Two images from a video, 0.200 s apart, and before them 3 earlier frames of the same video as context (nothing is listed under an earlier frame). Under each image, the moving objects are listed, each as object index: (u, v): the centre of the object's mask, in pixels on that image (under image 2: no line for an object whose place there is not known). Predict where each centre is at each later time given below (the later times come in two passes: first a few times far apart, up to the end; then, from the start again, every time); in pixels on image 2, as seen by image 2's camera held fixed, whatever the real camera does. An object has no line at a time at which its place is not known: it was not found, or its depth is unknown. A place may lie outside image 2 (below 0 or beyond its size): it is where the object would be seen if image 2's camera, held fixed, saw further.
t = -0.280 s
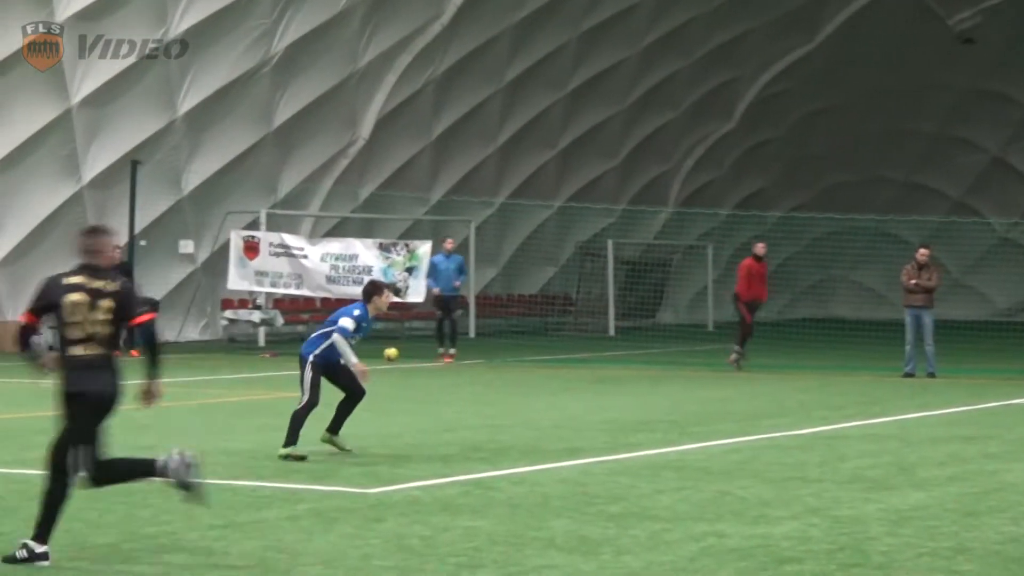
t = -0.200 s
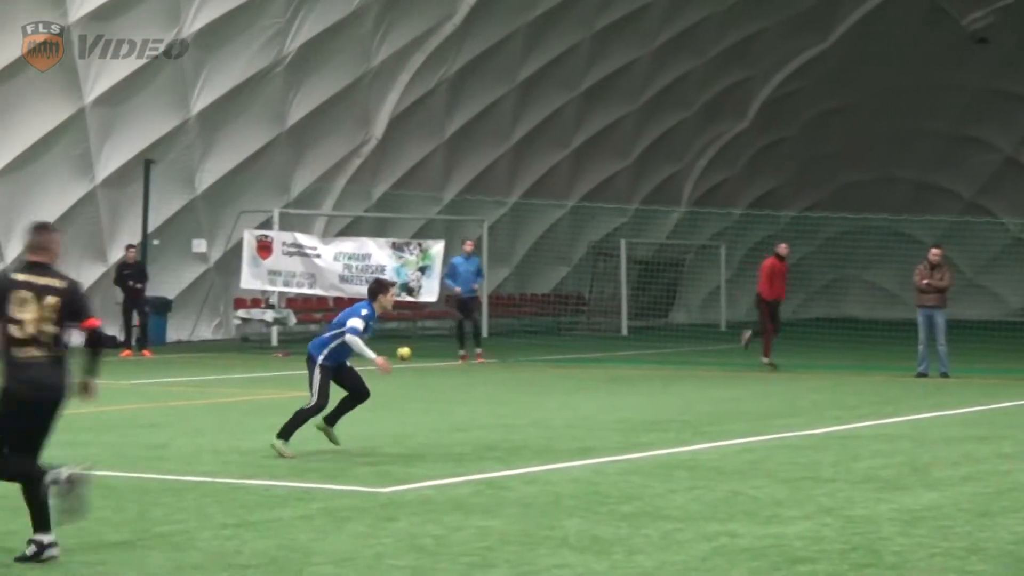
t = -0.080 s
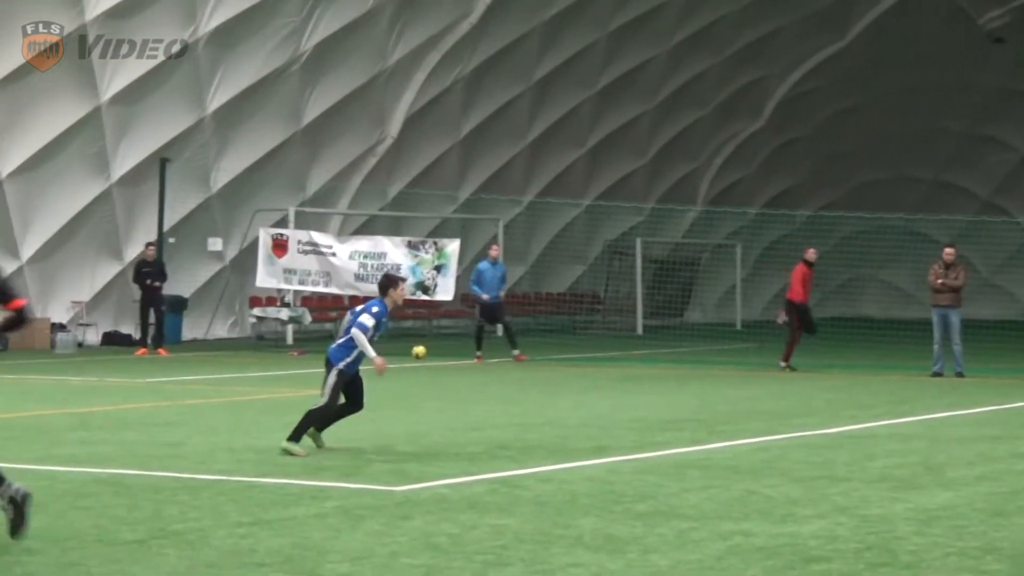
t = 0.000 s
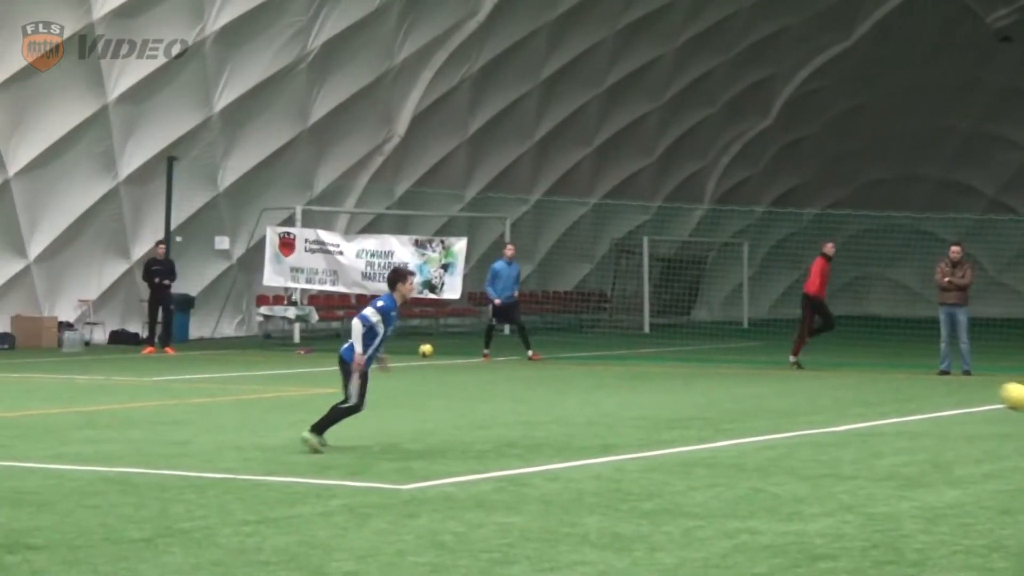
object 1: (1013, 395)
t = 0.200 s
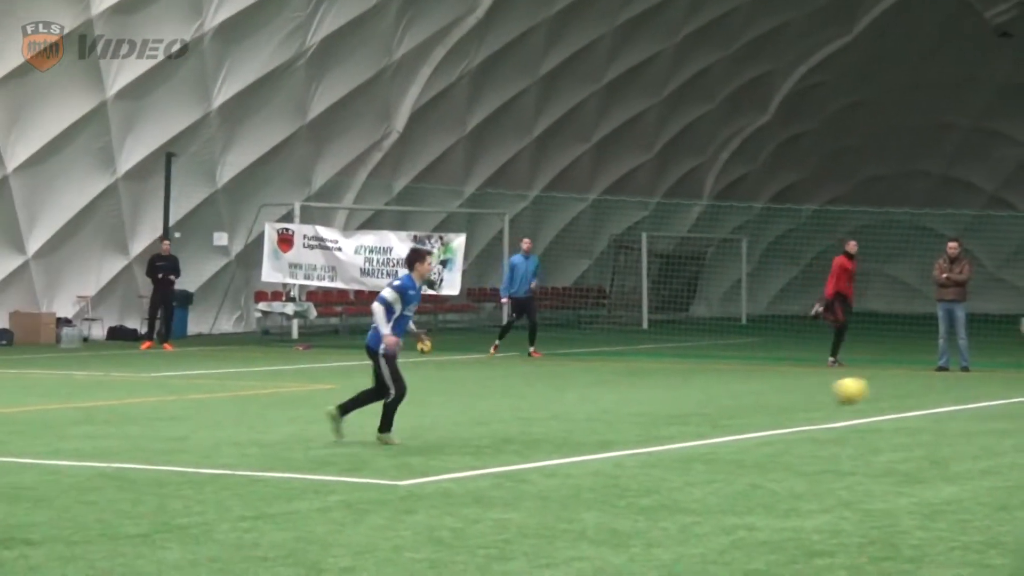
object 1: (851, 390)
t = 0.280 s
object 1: (783, 404)
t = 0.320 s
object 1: (752, 413)
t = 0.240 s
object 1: (816, 396)
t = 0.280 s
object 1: (783, 404)
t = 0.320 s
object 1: (752, 413)
